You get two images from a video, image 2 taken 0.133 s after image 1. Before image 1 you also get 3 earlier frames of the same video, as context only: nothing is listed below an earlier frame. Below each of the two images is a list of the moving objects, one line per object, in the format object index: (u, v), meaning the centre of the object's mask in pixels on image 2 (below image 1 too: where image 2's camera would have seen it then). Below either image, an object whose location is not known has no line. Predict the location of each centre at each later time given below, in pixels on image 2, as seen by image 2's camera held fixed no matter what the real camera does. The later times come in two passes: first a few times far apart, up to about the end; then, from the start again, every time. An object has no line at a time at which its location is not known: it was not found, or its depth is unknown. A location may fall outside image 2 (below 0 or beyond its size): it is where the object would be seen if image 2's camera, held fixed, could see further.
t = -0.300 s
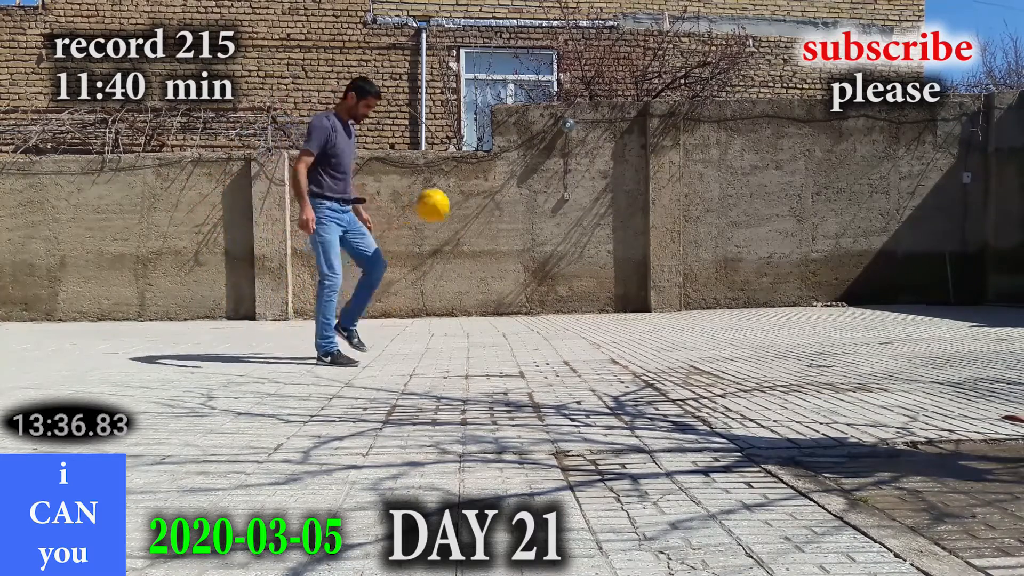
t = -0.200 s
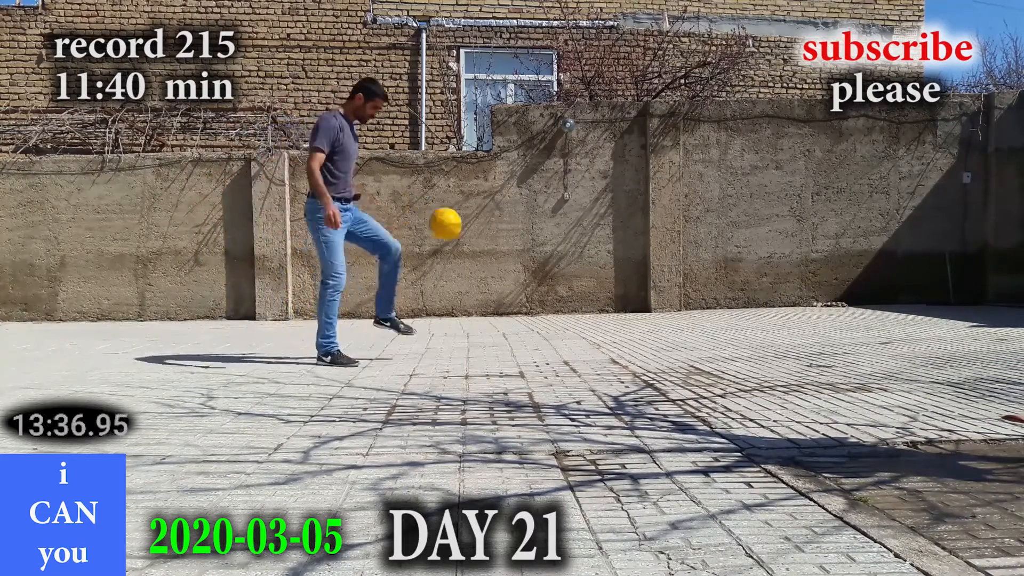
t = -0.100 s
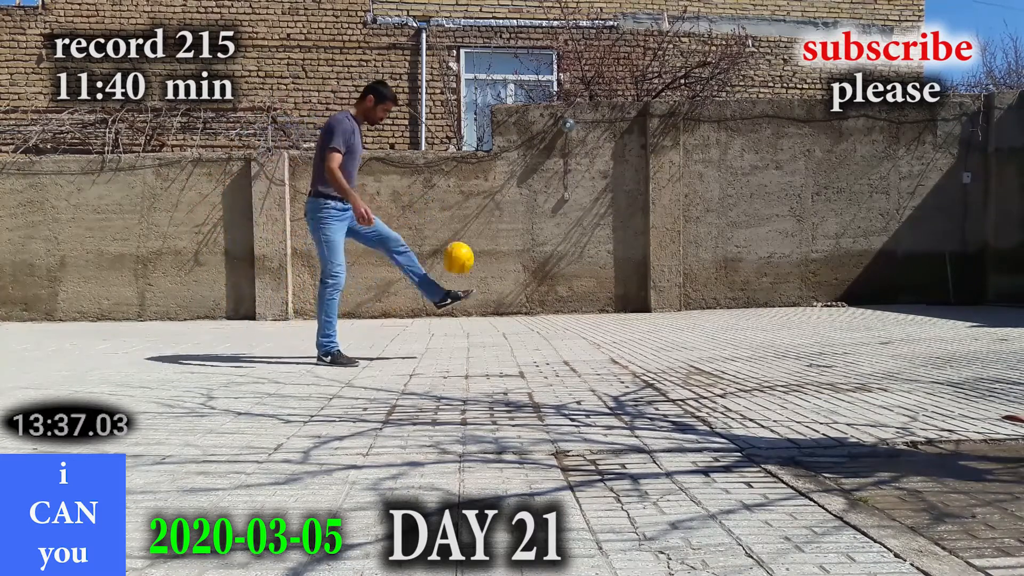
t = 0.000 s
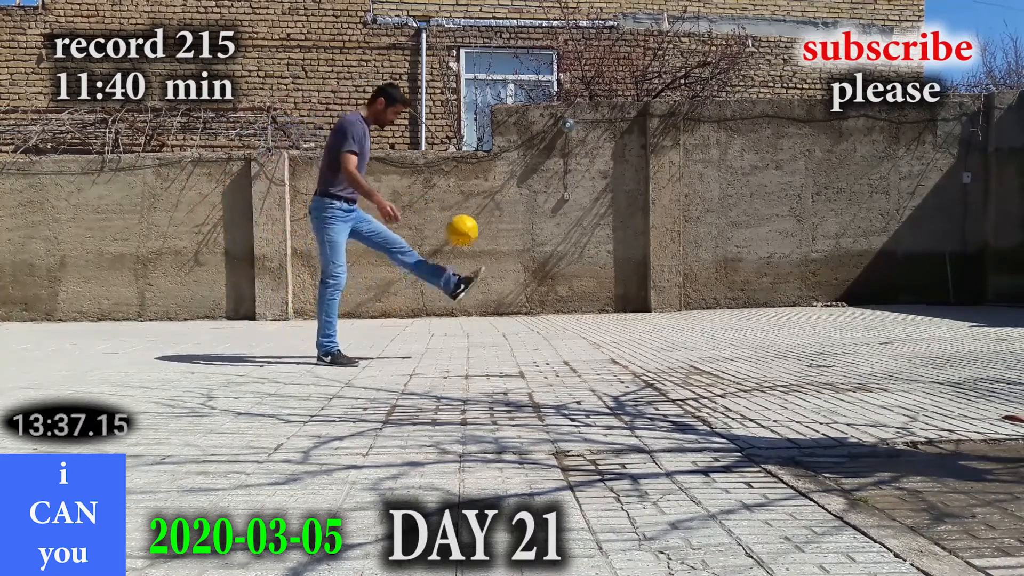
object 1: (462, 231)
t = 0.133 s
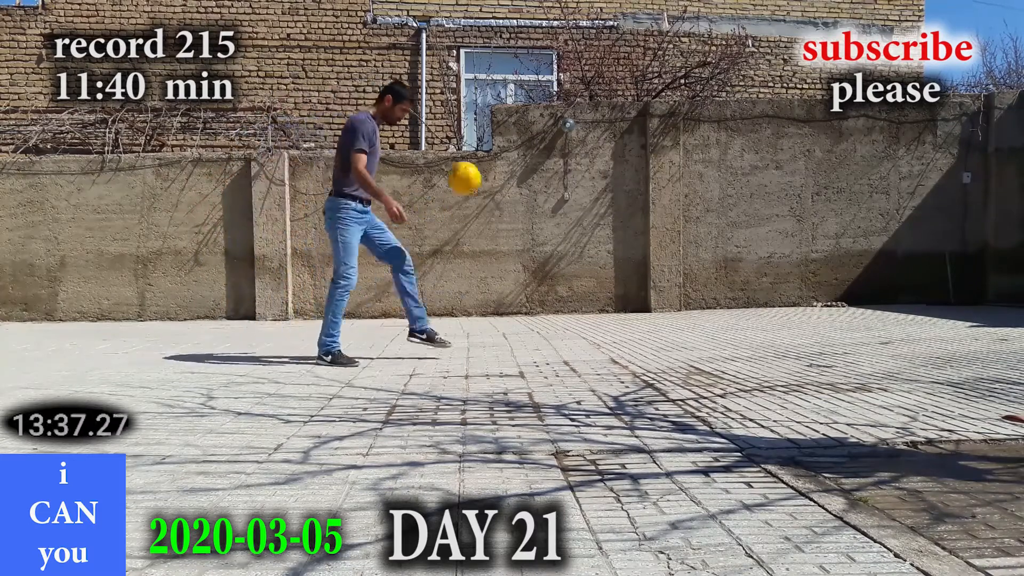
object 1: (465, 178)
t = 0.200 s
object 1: (465, 161)
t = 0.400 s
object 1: (469, 151)
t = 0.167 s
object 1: (465, 169)
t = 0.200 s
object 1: (465, 161)
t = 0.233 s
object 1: (466, 155)
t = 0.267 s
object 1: (467, 150)
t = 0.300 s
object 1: (467, 147)
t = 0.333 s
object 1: (468, 147)
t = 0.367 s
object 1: (469, 147)
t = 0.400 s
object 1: (469, 151)
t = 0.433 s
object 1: (470, 155)
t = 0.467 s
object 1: (471, 162)
